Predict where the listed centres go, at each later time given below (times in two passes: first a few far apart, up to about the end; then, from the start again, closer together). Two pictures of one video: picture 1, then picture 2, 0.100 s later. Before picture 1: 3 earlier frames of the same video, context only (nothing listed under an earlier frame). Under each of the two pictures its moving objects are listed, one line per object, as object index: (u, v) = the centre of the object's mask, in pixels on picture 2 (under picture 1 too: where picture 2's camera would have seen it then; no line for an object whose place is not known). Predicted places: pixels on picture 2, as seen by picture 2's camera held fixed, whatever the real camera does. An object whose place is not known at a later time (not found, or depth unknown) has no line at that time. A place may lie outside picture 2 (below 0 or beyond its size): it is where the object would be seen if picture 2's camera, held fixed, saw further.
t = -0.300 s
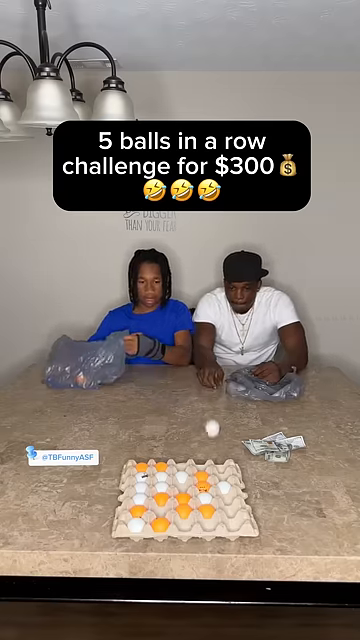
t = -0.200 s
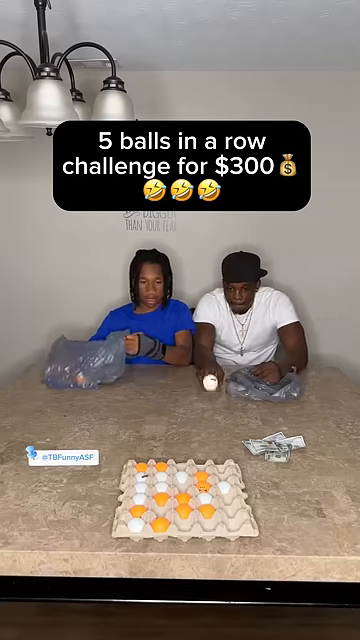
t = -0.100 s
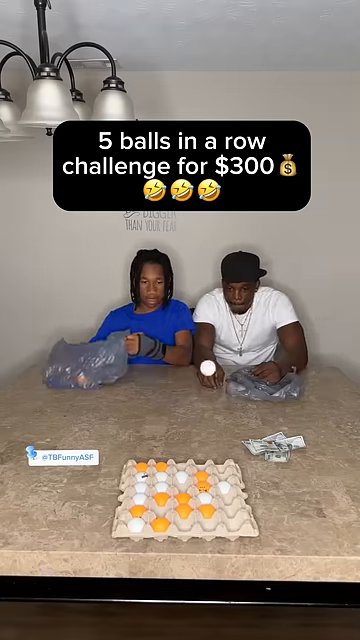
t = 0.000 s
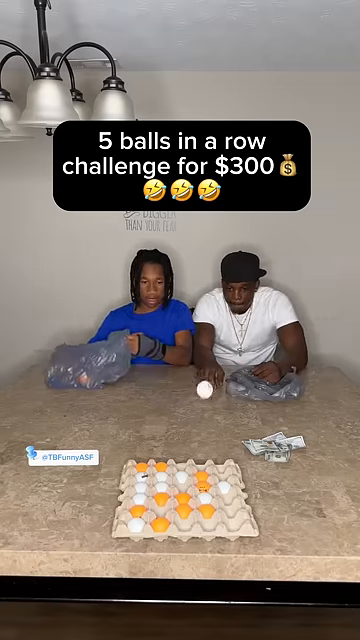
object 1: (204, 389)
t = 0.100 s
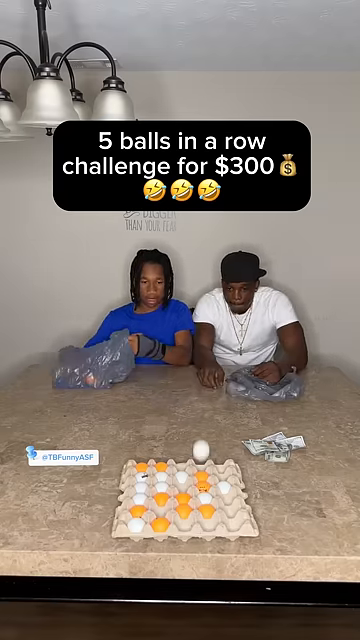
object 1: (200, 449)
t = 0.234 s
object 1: (225, 467)
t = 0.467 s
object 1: (222, 476)
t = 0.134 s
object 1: (205, 460)
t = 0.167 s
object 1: (212, 460)
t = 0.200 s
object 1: (220, 465)
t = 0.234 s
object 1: (225, 467)
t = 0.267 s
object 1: (226, 468)
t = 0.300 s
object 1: (225, 471)
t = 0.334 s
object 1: (223, 474)
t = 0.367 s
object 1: (222, 476)
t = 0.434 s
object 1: (222, 476)
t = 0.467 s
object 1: (222, 476)
